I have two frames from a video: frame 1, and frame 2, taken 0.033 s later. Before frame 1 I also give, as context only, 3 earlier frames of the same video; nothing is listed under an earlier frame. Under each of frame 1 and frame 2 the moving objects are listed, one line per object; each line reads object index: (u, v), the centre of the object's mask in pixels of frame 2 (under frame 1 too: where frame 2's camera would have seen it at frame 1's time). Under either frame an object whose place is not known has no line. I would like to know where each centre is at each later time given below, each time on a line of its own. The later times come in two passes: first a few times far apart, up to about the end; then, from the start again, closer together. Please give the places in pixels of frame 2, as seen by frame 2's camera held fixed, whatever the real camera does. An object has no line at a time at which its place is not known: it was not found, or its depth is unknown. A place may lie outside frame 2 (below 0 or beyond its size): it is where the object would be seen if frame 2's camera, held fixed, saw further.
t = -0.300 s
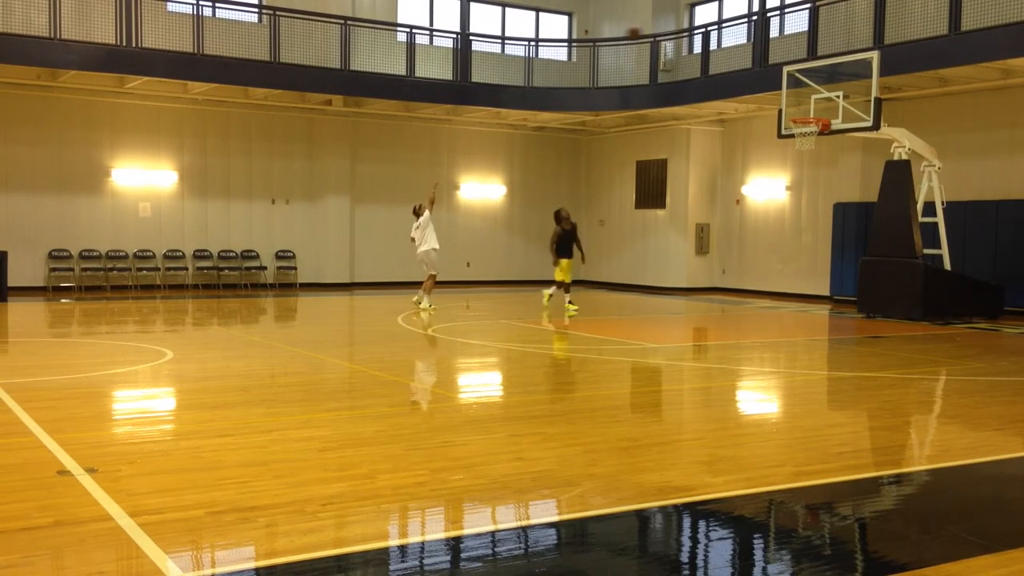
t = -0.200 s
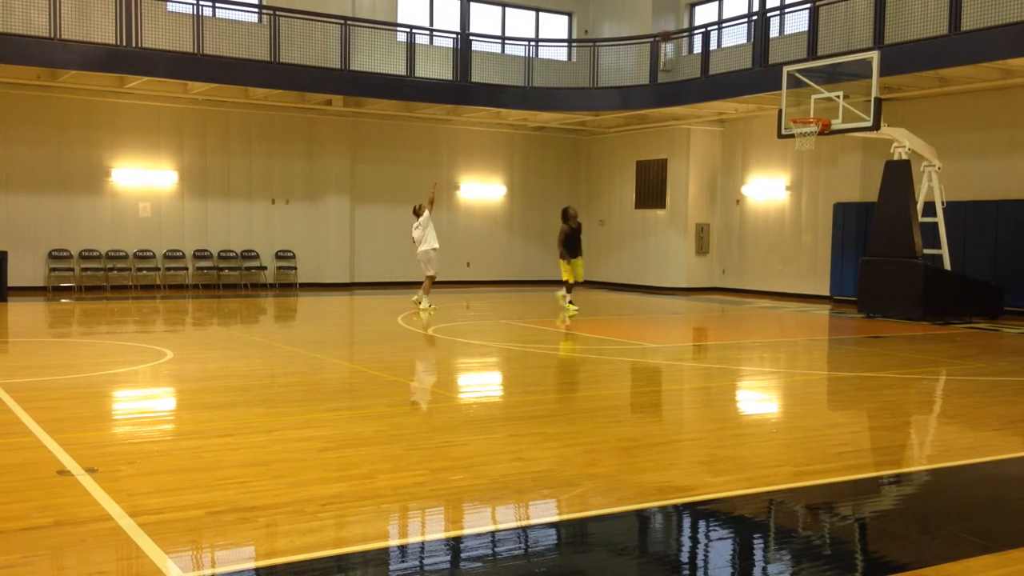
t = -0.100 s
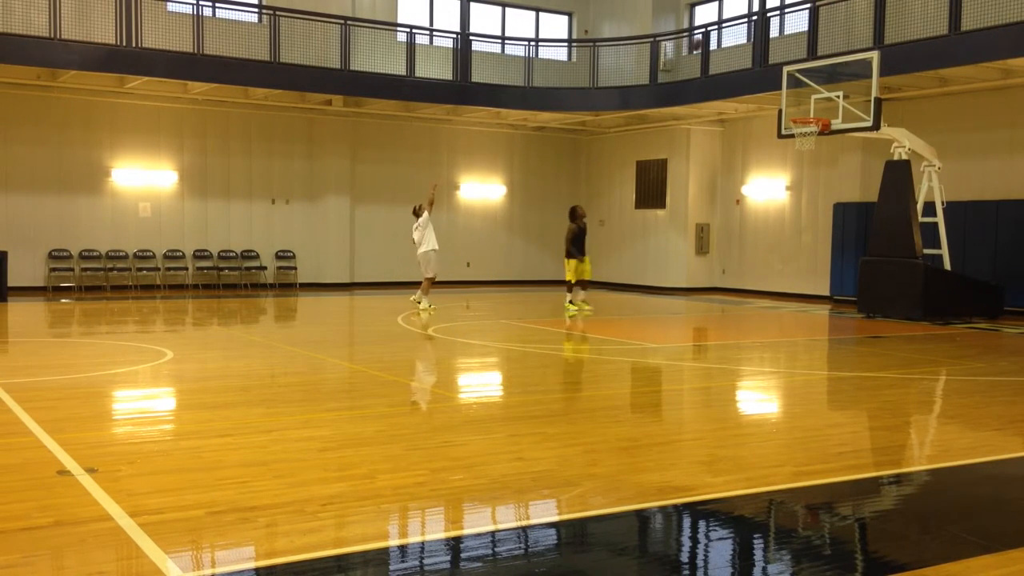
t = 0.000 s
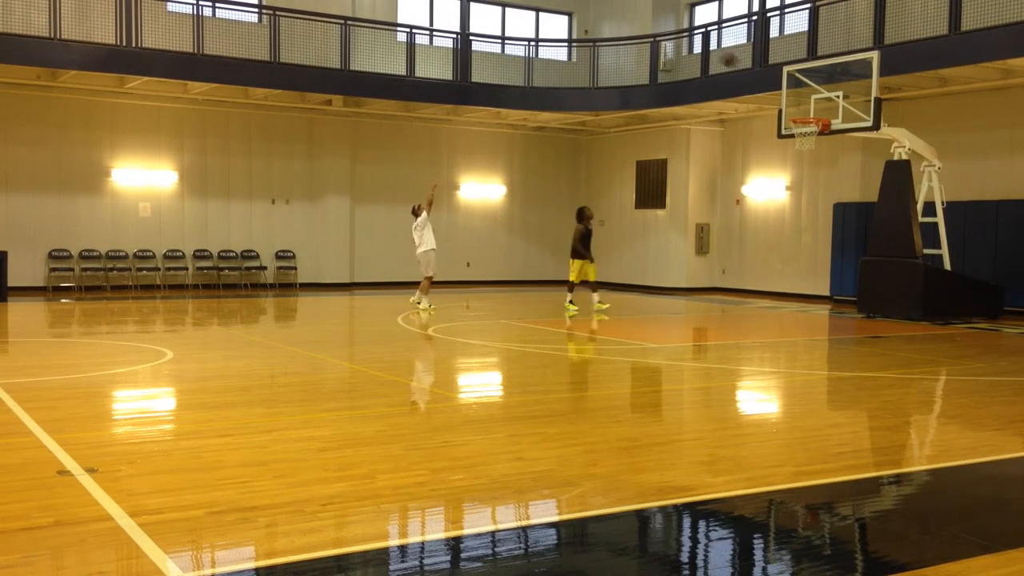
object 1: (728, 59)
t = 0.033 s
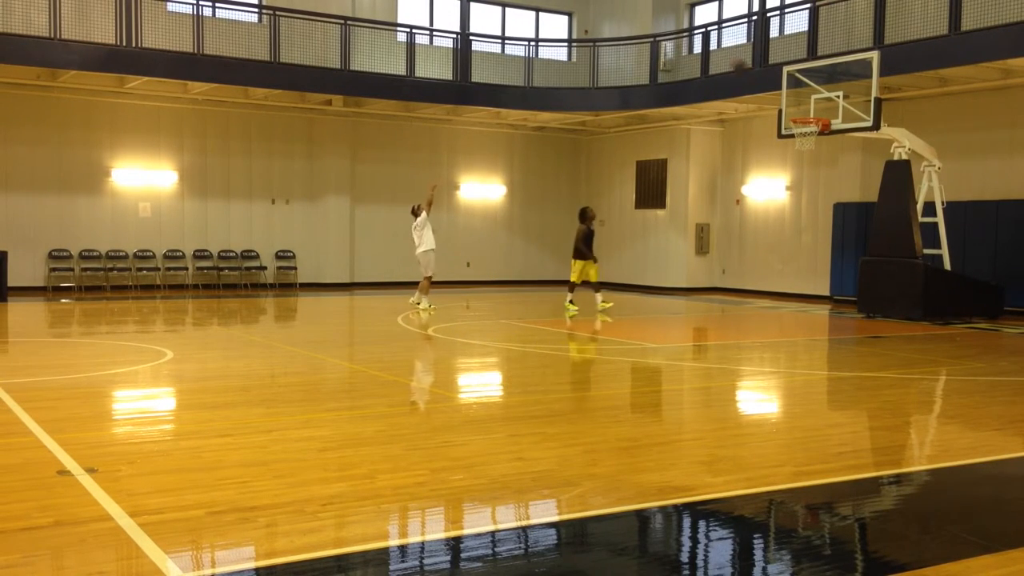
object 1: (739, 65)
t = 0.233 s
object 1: (803, 119)
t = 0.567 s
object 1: (826, 168)
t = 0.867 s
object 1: (821, 266)
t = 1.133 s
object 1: (810, 271)
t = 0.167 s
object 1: (783, 99)
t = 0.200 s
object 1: (793, 108)
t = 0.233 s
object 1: (803, 119)
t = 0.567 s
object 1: (826, 168)
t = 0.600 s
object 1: (825, 177)
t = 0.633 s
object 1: (824, 185)
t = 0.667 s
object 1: (824, 195)
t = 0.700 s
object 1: (824, 205)
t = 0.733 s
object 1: (823, 216)
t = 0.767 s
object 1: (822, 228)
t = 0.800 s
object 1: (822, 239)
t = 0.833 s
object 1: (821, 253)
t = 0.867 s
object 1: (821, 266)
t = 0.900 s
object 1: (820, 281)
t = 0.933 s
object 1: (820, 296)
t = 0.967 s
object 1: (820, 312)
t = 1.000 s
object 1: (817, 311)
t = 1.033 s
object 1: (815, 300)
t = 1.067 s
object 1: (814, 289)
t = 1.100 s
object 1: (811, 280)
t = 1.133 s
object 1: (810, 271)
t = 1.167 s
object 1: (808, 263)
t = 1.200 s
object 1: (806, 256)
